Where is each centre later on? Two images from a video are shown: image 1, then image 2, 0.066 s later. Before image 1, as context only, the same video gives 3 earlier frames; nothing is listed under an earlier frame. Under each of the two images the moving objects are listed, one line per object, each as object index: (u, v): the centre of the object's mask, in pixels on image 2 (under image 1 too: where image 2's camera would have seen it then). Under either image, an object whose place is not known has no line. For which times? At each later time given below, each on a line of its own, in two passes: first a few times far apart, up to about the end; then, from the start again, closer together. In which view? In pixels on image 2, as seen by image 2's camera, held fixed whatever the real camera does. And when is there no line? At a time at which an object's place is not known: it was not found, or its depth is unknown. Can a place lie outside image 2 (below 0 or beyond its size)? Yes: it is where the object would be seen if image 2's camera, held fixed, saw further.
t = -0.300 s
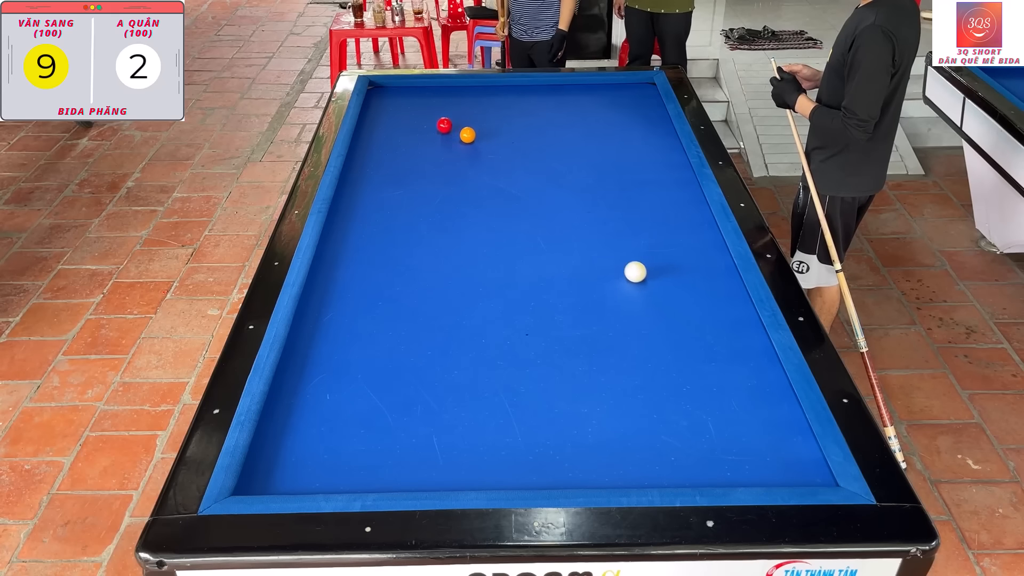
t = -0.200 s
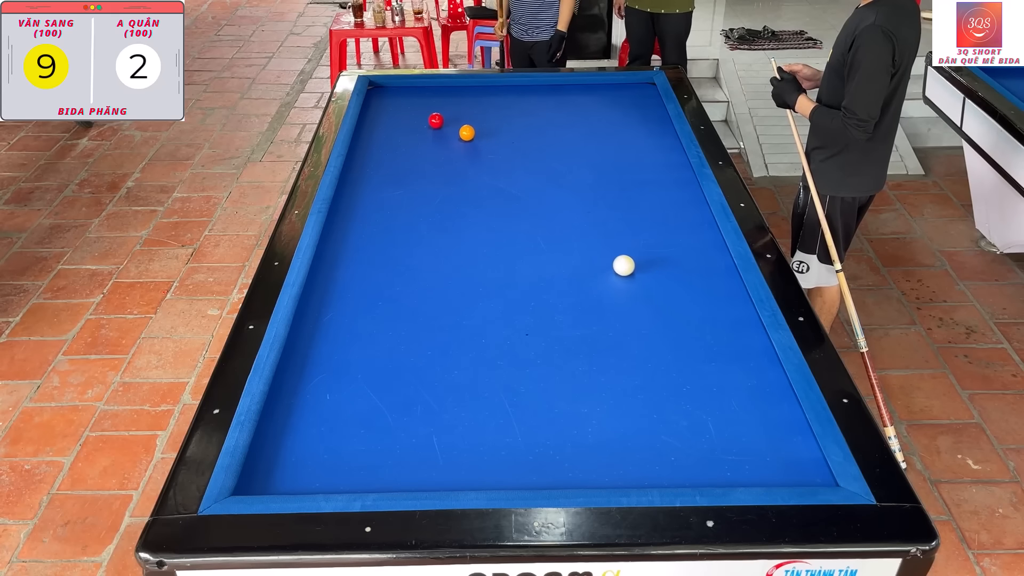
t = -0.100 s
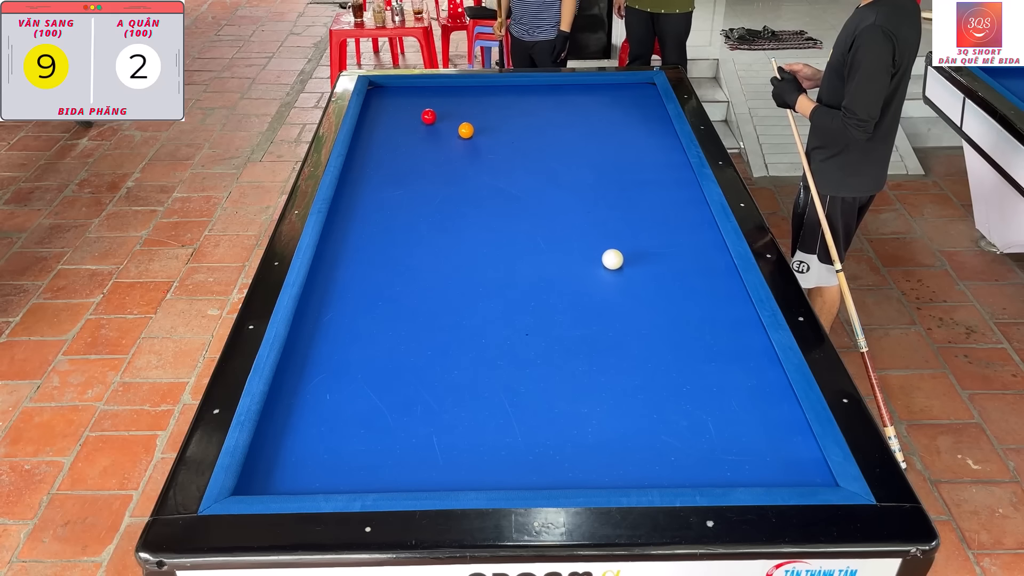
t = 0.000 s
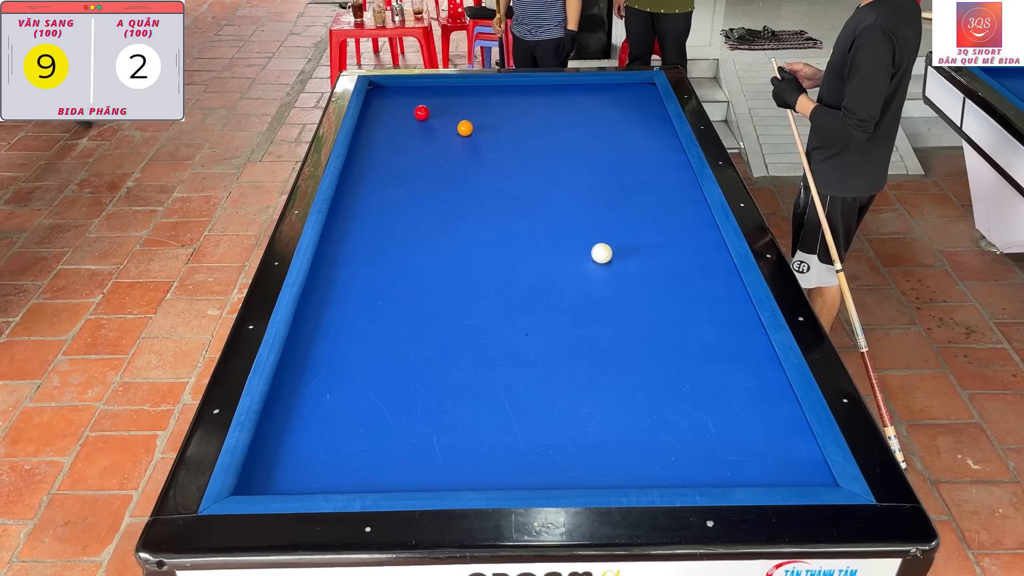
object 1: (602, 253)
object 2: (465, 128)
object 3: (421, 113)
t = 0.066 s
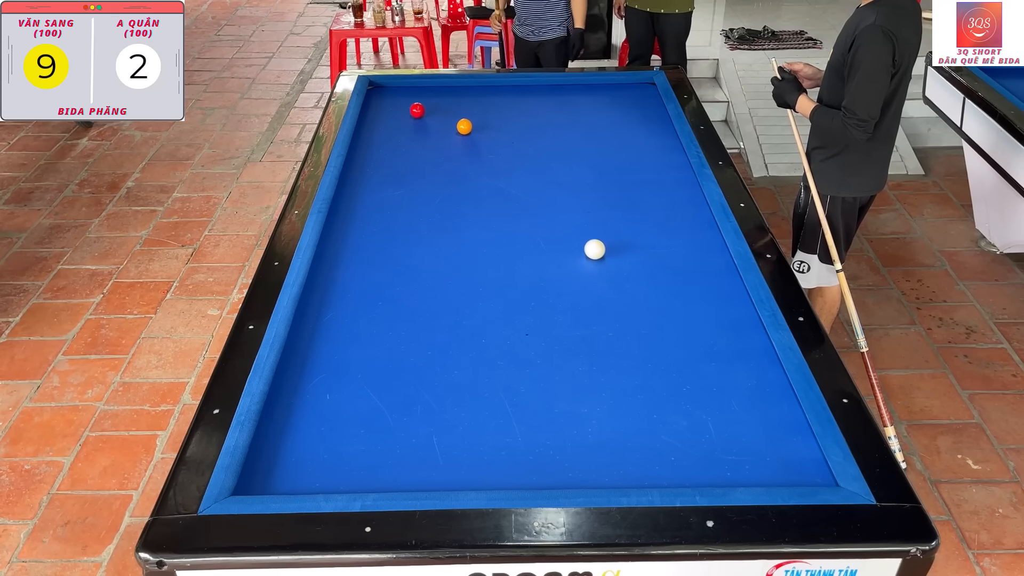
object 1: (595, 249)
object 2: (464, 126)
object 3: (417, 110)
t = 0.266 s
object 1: (575, 238)
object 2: (462, 122)
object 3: (404, 103)
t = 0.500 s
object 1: (553, 226)
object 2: (460, 117)
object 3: (389, 95)
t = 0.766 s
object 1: (530, 213)
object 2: (458, 112)
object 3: (374, 86)
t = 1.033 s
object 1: (509, 201)
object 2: (456, 108)
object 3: (384, 87)
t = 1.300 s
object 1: (489, 190)
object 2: (454, 103)
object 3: (391, 91)
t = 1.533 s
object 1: (473, 180)
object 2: (453, 100)
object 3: (397, 94)
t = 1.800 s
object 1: (456, 171)
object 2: (451, 96)
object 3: (405, 97)
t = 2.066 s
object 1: (439, 162)
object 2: (450, 93)
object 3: (411, 101)
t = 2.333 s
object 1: (425, 153)
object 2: (449, 90)
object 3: (418, 104)
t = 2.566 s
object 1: (412, 146)
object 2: (447, 87)
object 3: (424, 106)
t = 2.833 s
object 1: (399, 138)
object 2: (446, 84)
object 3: (430, 109)
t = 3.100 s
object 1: (386, 131)
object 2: (444, 84)
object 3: (436, 112)
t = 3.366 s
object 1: (375, 125)
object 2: (442, 85)
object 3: (442, 115)
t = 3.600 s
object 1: (366, 119)
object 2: (440, 86)
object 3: (446, 117)
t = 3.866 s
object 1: (372, 115)
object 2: (439, 87)
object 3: (451, 119)
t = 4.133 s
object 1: (379, 111)
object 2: (438, 87)
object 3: (455, 121)
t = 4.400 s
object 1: (386, 107)
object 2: (437, 87)
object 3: (459, 123)
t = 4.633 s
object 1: (392, 104)
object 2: (437, 87)
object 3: (463, 125)
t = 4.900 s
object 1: (397, 100)
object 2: (437, 87)
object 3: (466, 126)
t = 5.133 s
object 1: (402, 98)
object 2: (437, 87)
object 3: (468, 127)
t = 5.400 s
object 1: (407, 95)
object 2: (437, 87)
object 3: (470, 128)
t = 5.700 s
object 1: (412, 92)
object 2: (437, 87)
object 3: (471, 130)
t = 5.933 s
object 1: (416, 90)
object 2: (437, 87)
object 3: (472, 130)
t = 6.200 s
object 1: (419, 88)
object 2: (437, 87)
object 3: (473, 131)
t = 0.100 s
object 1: (591, 247)
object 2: (464, 126)
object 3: (415, 109)
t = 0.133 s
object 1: (588, 245)
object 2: (463, 125)
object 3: (412, 108)
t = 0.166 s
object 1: (584, 243)
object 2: (463, 124)
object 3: (410, 107)
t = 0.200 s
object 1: (581, 242)
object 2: (463, 124)
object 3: (408, 105)
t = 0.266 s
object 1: (575, 238)
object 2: (462, 122)
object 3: (404, 103)
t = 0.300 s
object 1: (571, 236)
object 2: (462, 121)
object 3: (402, 102)
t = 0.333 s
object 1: (568, 234)
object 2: (462, 121)
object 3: (399, 101)
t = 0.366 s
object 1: (565, 233)
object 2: (461, 120)
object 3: (397, 99)
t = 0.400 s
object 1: (562, 231)
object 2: (461, 119)
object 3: (395, 98)
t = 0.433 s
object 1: (559, 229)
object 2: (461, 119)
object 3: (393, 97)
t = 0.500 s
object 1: (553, 226)
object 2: (460, 117)
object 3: (389, 95)
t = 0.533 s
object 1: (550, 224)
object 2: (460, 117)
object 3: (387, 94)
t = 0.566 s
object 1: (547, 222)
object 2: (460, 116)
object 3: (385, 93)
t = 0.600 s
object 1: (544, 221)
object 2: (459, 115)
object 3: (383, 92)
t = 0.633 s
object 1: (541, 219)
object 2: (459, 115)
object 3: (381, 91)
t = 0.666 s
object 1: (538, 218)
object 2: (459, 114)
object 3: (380, 90)
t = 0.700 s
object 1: (535, 216)
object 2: (458, 114)
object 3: (378, 88)
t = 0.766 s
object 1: (530, 213)
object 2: (458, 112)
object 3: (374, 86)
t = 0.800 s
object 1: (527, 211)
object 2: (458, 112)
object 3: (376, 85)
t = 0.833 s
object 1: (524, 210)
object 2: (457, 111)
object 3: (378, 85)
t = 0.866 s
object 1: (522, 208)
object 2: (457, 111)
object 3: (379, 84)
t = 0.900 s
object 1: (519, 207)
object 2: (457, 110)
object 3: (380, 85)
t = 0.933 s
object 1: (516, 205)
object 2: (457, 109)
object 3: (381, 85)
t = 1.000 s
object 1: (511, 202)
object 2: (456, 108)
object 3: (383, 87)
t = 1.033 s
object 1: (509, 201)
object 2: (456, 108)
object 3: (384, 87)
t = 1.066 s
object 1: (506, 199)
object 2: (456, 107)
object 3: (385, 87)
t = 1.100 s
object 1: (504, 198)
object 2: (456, 107)
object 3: (386, 88)
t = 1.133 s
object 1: (501, 196)
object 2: (455, 106)
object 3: (387, 88)
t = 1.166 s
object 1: (499, 195)
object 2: (455, 105)
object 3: (388, 89)
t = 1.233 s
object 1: (494, 192)
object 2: (455, 104)
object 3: (389, 90)
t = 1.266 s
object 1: (491, 191)
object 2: (454, 104)
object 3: (390, 90)
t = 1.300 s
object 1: (489, 190)
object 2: (454, 103)
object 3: (391, 91)
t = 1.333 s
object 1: (487, 188)
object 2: (454, 103)
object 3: (392, 91)
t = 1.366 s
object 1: (484, 187)
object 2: (454, 102)
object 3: (393, 92)
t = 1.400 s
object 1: (482, 186)
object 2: (454, 102)
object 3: (394, 92)
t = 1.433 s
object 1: (480, 184)
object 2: (454, 101)
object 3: (395, 92)
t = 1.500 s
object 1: (475, 182)
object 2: (453, 100)
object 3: (396, 93)
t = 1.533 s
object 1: (473, 180)
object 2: (453, 100)
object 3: (397, 94)
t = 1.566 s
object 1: (471, 179)
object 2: (453, 99)
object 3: (398, 94)
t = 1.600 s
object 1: (469, 178)
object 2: (453, 99)
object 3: (399, 95)
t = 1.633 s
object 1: (466, 177)
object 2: (452, 98)
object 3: (400, 95)
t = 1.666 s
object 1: (464, 175)
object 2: (452, 98)
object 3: (401, 95)
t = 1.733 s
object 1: (460, 173)
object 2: (452, 97)
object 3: (403, 96)
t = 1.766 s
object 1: (458, 172)
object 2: (452, 97)
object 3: (404, 97)
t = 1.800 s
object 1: (456, 171)
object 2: (451, 96)
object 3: (405, 97)
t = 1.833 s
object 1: (453, 169)
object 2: (451, 96)
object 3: (405, 98)
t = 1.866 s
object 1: (451, 168)
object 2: (451, 95)
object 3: (406, 98)
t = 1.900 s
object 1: (449, 167)
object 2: (451, 95)
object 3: (407, 98)
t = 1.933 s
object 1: (447, 166)
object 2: (451, 94)
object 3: (408, 99)
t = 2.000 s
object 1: (443, 164)
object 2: (450, 94)
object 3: (410, 100)
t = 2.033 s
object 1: (441, 162)
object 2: (450, 93)
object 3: (410, 100)
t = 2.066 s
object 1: (439, 162)
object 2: (450, 93)
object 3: (411, 101)
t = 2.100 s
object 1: (438, 160)
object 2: (450, 92)
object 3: (412, 101)
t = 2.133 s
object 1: (436, 159)
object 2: (450, 92)
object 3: (413, 101)
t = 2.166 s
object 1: (434, 158)
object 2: (449, 91)
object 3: (414, 102)
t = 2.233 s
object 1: (430, 156)
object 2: (449, 91)
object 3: (415, 103)
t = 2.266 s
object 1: (428, 155)
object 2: (449, 90)
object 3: (416, 103)
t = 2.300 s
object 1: (426, 154)
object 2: (449, 90)
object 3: (417, 103)
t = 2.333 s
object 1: (425, 153)
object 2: (449, 90)
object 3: (418, 104)
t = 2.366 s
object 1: (423, 152)
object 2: (448, 89)
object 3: (419, 104)
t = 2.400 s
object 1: (421, 151)
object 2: (448, 89)
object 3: (420, 105)
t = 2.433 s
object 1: (419, 150)
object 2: (448, 88)
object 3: (420, 105)
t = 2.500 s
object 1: (416, 148)
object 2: (448, 88)
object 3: (422, 106)
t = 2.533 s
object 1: (414, 147)
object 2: (448, 87)
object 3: (423, 106)
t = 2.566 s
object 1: (412, 146)
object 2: (447, 87)
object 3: (424, 106)
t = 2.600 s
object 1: (411, 145)
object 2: (447, 87)
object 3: (425, 107)
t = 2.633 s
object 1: (409, 144)
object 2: (447, 86)
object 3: (425, 107)
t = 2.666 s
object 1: (407, 143)
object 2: (447, 86)
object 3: (426, 107)
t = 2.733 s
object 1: (404, 141)
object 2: (447, 85)
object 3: (428, 108)
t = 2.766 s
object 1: (402, 140)
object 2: (447, 85)
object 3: (429, 108)
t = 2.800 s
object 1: (401, 139)
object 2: (447, 85)
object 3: (429, 109)
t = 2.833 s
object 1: (399, 138)
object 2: (446, 84)
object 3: (430, 109)
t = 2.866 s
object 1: (397, 137)
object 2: (446, 84)
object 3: (431, 110)
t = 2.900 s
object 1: (396, 136)
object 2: (446, 84)
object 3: (431, 110)
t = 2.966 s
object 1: (393, 135)
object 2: (446, 84)
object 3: (433, 111)
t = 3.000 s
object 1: (391, 134)
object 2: (445, 84)
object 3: (434, 111)
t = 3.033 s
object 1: (390, 133)
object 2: (445, 84)
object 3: (435, 111)
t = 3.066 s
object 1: (388, 132)
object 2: (445, 84)
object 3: (435, 112)
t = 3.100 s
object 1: (386, 131)
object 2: (444, 84)
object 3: (436, 112)
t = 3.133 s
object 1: (385, 130)
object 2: (444, 84)
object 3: (437, 112)
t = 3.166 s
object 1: (383, 130)
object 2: (444, 85)
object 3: (437, 113)
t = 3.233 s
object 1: (380, 128)
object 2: (443, 85)
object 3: (439, 113)
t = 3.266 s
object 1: (379, 127)
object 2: (443, 85)
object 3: (440, 114)
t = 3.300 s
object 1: (378, 126)
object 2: (442, 85)
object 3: (440, 114)
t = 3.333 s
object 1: (376, 126)
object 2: (442, 85)
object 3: (441, 114)
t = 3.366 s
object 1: (375, 125)
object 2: (442, 85)
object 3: (442, 115)
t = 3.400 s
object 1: (373, 124)
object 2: (442, 85)
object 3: (442, 115)
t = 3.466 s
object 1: (371, 122)
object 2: (441, 86)
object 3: (444, 115)
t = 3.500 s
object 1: (369, 122)
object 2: (441, 86)
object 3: (444, 116)
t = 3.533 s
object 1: (368, 121)
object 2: (440, 86)
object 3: (445, 116)
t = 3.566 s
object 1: (367, 120)
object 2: (440, 86)
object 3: (446, 116)
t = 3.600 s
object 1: (366, 119)
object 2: (440, 86)
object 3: (446, 117)
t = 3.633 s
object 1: (365, 119)
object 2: (440, 86)
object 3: (447, 117)
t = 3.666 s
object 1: (367, 118)
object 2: (440, 86)
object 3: (447, 117)
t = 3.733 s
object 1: (368, 117)
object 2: (439, 86)
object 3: (448, 118)
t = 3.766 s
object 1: (369, 117)
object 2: (439, 86)
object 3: (449, 118)
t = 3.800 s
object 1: (370, 116)
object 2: (439, 87)
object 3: (450, 119)
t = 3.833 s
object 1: (371, 115)
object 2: (439, 87)
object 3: (450, 119)
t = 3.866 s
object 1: (372, 115)
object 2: (439, 87)
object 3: (451, 119)
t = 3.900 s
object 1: (373, 114)
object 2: (438, 87)
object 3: (451, 119)
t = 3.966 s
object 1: (375, 113)
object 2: (438, 87)
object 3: (452, 120)
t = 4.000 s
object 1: (376, 113)
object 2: (438, 87)
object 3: (453, 120)
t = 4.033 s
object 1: (377, 112)
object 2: (438, 87)
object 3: (454, 120)
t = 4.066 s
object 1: (377, 112)
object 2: (438, 87)
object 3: (454, 121)
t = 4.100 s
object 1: (378, 111)
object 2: (438, 87)
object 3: (455, 121)
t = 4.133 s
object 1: (379, 111)
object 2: (438, 87)
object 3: (455, 121)
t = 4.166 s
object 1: (380, 110)
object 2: (438, 87)
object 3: (456, 121)
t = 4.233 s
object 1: (382, 109)
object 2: (437, 87)
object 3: (457, 122)
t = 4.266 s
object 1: (383, 109)
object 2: (437, 87)
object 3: (457, 122)
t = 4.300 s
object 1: (384, 108)
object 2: (437, 87)
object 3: (458, 122)
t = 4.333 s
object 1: (385, 108)
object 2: (437, 87)
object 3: (458, 123)
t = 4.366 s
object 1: (385, 107)
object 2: (437, 87)
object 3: (459, 123)
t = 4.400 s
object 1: (386, 107)
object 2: (437, 87)
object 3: (459, 123)
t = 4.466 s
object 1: (388, 106)
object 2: (437, 87)
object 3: (460, 124)
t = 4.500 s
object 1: (388, 105)
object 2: (437, 87)
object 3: (461, 124)
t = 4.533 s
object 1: (389, 105)
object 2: (437, 87)
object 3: (461, 124)
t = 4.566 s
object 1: (390, 104)
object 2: (437, 87)
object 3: (462, 124)
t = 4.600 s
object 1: (391, 104)
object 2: (437, 87)
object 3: (462, 124)
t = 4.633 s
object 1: (392, 104)
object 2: (437, 87)
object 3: (463, 125)
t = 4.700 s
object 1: (393, 103)
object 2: (437, 87)
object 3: (463, 125)
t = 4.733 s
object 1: (394, 102)
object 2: (437, 87)
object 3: (464, 125)
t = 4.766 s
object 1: (394, 102)
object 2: (437, 87)
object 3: (464, 125)
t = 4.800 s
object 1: (395, 101)
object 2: (437, 87)
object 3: (465, 126)
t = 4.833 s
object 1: (396, 101)
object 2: (437, 87)
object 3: (465, 126)
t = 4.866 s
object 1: (397, 101)
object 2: (437, 87)
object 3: (465, 126)
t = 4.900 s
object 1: (397, 100)
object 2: (437, 87)
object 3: (466, 126)
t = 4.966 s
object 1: (399, 100)
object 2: (437, 87)
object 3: (466, 127)
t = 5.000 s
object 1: (399, 99)
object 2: (437, 87)
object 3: (467, 126)
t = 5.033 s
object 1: (400, 99)
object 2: (437, 87)
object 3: (467, 127)
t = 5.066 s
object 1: (401, 98)
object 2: (437, 87)
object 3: (467, 127)
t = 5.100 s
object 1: (401, 98)
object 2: (437, 87)
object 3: (468, 127)
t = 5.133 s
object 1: (402, 98)
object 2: (437, 87)
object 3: (468, 127)
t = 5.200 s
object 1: (403, 97)
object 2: (437, 87)
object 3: (468, 128)
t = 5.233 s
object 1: (404, 96)
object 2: (437, 87)
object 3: (469, 128)
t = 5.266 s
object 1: (404, 96)
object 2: (437, 87)
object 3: (469, 128)
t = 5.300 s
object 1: (405, 96)
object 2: (437, 87)
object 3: (469, 128)
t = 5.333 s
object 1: (406, 96)
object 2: (437, 87)
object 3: (470, 128)
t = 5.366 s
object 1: (406, 95)
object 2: (437, 87)
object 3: (470, 128)
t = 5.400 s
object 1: (407, 95)
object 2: (437, 87)
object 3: (470, 128)
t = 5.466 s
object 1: (408, 94)
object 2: (437, 87)
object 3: (470, 129)
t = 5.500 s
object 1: (409, 94)
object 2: (437, 87)
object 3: (471, 129)
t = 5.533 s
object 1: (409, 94)
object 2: (437, 87)
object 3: (471, 129)
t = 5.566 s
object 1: (410, 93)
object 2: (437, 87)
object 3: (471, 129)
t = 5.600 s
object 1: (410, 93)
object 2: (437, 87)
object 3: (471, 129)
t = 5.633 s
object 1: (411, 93)
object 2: (437, 87)
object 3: (471, 129)
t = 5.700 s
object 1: (412, 92)
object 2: (437, 87)
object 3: (471, 130)
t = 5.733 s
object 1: (413, 92)
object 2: (437, 87)
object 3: (472, 130)
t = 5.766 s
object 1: (413, 91)
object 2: (437, 87)
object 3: (472, 130)
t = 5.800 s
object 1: (414, 91)
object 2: (437, 87)
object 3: (472, 130)
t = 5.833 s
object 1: (414, 91)
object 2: (437, 87)
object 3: (472, 130)
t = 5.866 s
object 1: (415, 90)
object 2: (437, 87)
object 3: (472, 130)
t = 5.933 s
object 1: (416, 90)
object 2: (437, 87)
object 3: (472, 130)
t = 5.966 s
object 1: (416, 90)
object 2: (437, 87)
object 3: (473, 130)
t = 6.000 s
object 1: (416, 89)
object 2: (437, 87)
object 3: (473, 130)
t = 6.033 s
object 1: (417, 89)
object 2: (437, 87)
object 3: (473, 130)
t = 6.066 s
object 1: (417, 89)
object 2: (437, 87)
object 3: (473, 130)
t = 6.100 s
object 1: (418, 89)
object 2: (437, 87)
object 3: (473, 131)
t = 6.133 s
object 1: (418, 88)
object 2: (437, 87)
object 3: (473, 131)
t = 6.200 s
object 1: (419, 88)
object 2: (437, 87)
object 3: (473, 131)
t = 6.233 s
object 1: (419, 88)
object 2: (437, 87)
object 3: (473, 131)
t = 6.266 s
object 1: (420, 87)
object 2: (437, 87)
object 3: (474, 131)
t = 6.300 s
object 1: (420, 87)
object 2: (437, 87)
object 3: (474, 131)
